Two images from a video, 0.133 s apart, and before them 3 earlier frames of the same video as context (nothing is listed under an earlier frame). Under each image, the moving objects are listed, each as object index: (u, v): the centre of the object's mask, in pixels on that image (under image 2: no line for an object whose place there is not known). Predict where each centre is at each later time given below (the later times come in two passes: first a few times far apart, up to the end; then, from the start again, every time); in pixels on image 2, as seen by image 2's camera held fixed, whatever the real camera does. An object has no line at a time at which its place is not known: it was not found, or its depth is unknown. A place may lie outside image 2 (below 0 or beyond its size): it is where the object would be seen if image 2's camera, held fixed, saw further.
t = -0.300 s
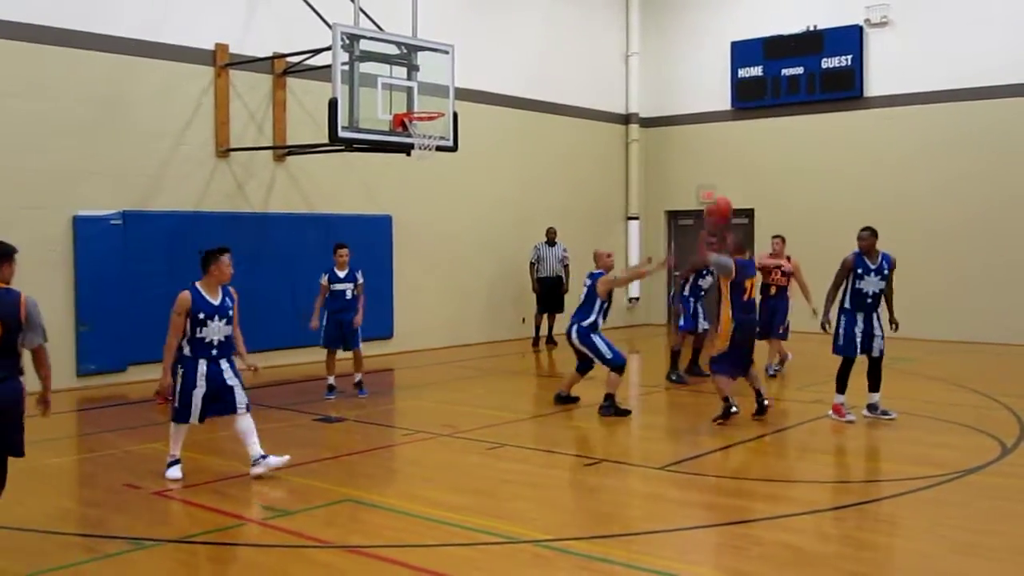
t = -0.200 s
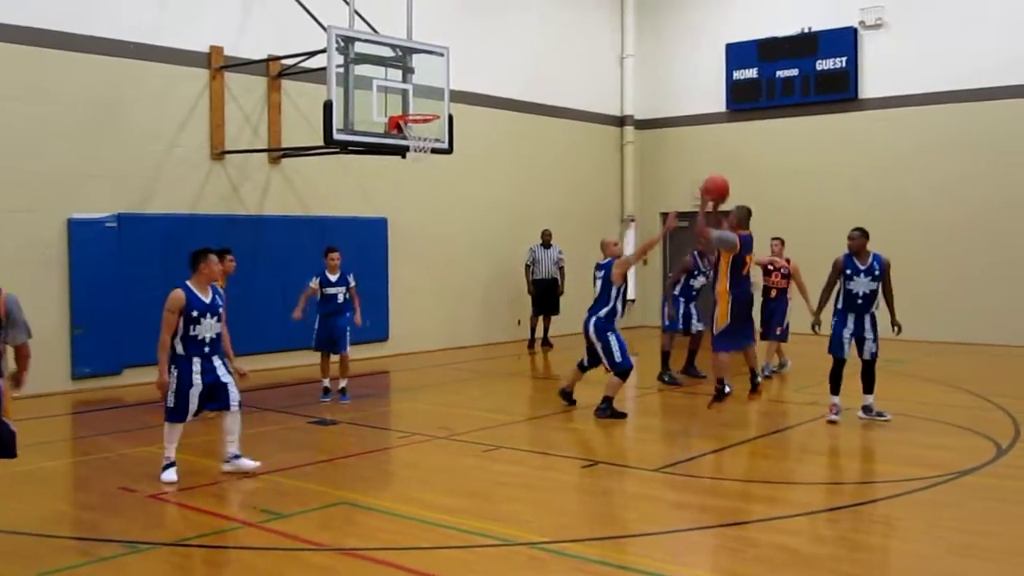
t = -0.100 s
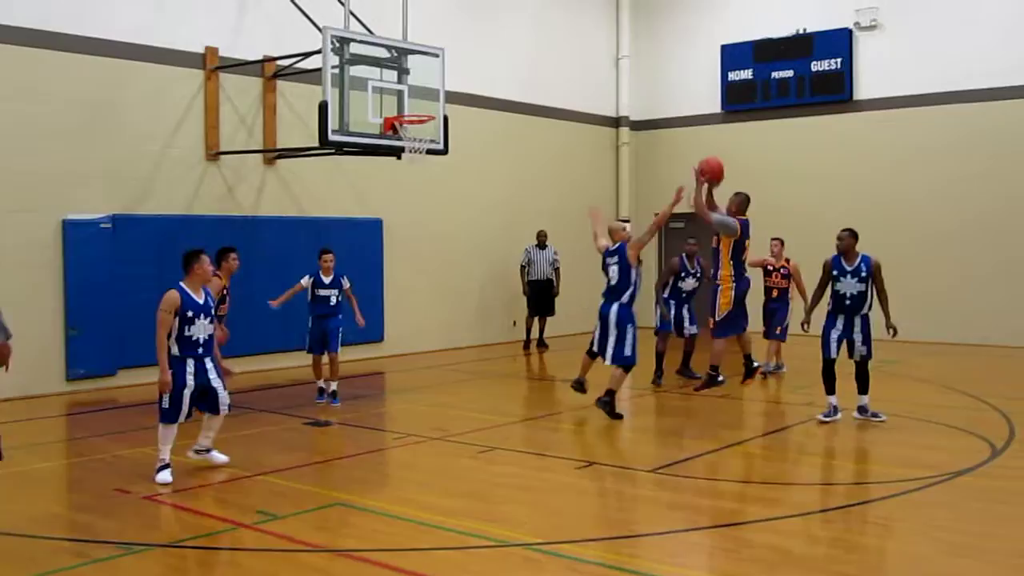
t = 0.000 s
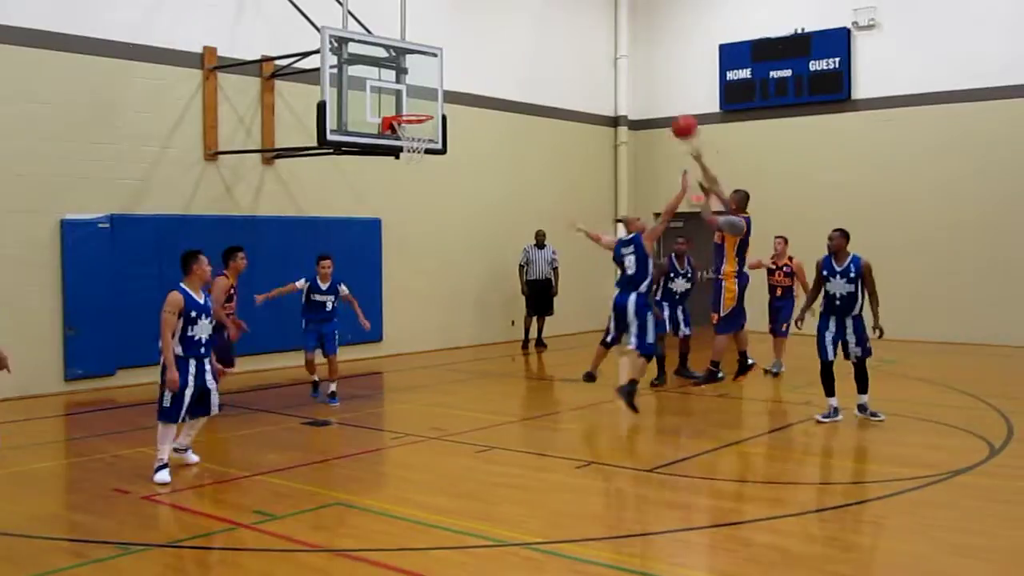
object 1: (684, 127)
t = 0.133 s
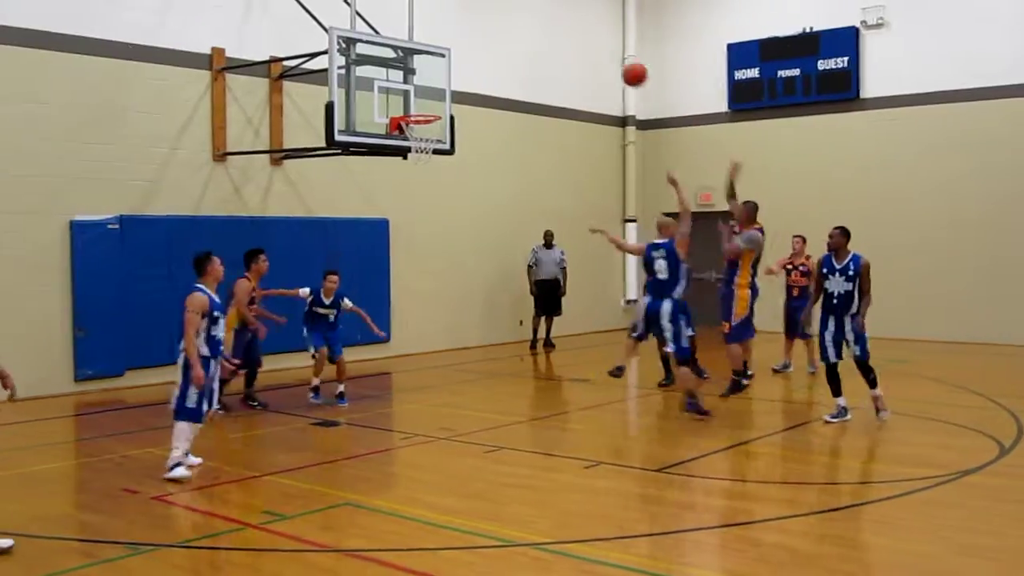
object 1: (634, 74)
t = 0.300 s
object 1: (568, 39)
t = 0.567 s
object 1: (471, 41)
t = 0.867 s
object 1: (382, 116)
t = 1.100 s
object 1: (425, 196)
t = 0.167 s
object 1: (620, 64)
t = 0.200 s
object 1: (607, 56)
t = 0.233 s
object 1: (593, 49)
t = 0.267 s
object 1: (580, 43)
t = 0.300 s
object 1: (568, 39)
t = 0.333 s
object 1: (555, 35)
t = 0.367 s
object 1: (542, 33)
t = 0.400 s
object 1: (530, 32)
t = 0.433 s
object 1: (518, 31)
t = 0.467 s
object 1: (506, 32)
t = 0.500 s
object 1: (494, 34)
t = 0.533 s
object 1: (483, 37)
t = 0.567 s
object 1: (471, 41)
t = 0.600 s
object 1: (461, 46)
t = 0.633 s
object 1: (449, 52)
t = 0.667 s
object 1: (439, 59)
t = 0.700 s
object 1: (428, 66)
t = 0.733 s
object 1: (417, 75)
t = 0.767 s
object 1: (407, 84)
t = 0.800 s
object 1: (397, 95)
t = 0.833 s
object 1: (387, 106)
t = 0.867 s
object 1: (382, 116)
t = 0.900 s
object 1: (386, 124)
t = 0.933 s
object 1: (395, 131)
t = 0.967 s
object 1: (400, 143)
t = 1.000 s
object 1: (406, 154)
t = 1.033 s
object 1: (412, 167)
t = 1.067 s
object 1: (419, 181)
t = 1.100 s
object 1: (425, 196)
